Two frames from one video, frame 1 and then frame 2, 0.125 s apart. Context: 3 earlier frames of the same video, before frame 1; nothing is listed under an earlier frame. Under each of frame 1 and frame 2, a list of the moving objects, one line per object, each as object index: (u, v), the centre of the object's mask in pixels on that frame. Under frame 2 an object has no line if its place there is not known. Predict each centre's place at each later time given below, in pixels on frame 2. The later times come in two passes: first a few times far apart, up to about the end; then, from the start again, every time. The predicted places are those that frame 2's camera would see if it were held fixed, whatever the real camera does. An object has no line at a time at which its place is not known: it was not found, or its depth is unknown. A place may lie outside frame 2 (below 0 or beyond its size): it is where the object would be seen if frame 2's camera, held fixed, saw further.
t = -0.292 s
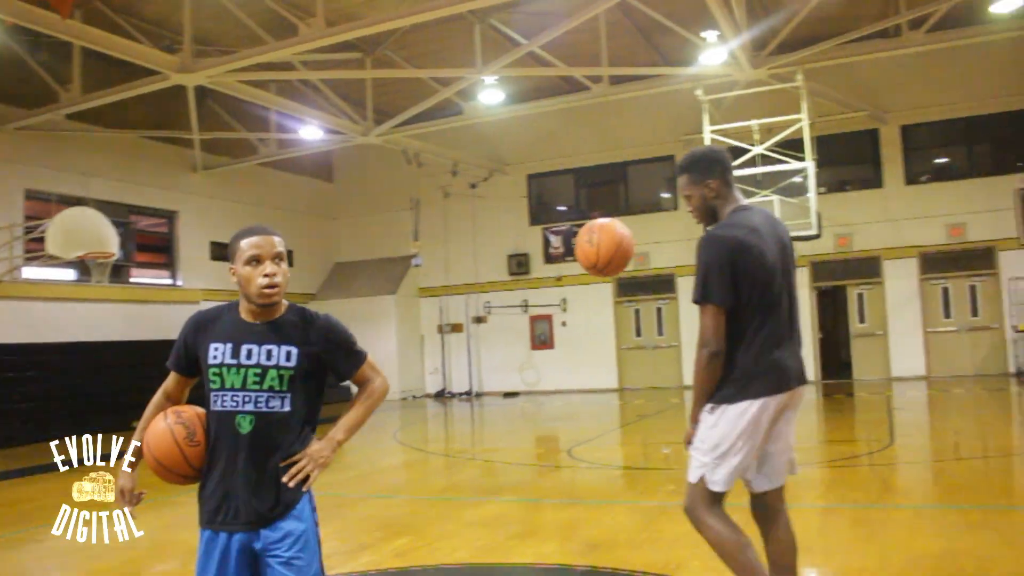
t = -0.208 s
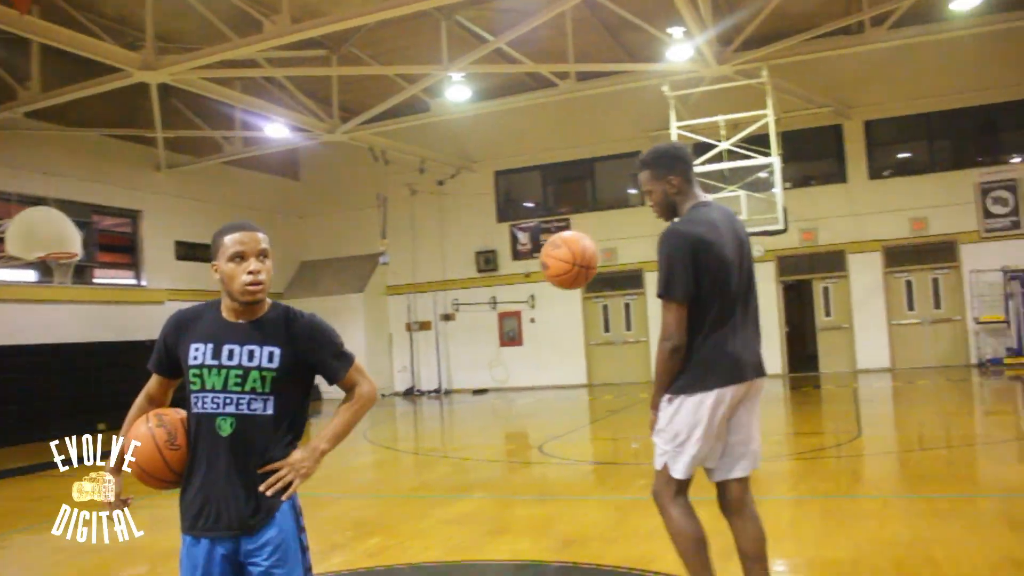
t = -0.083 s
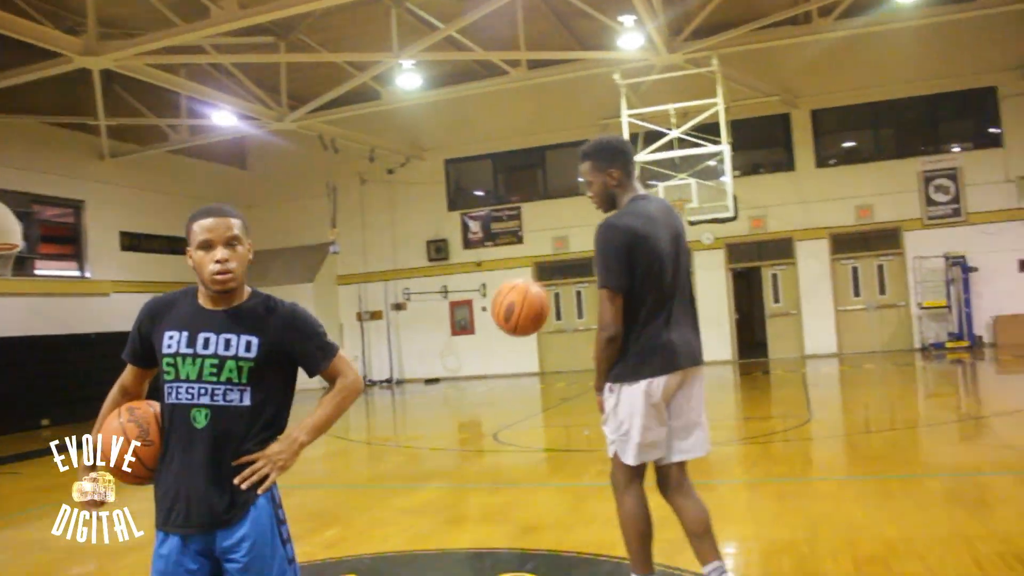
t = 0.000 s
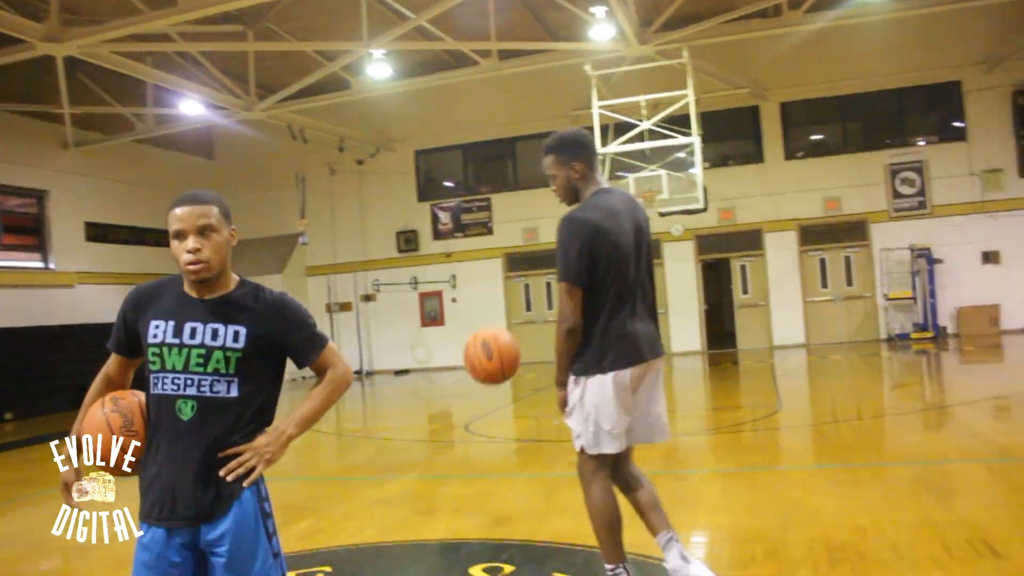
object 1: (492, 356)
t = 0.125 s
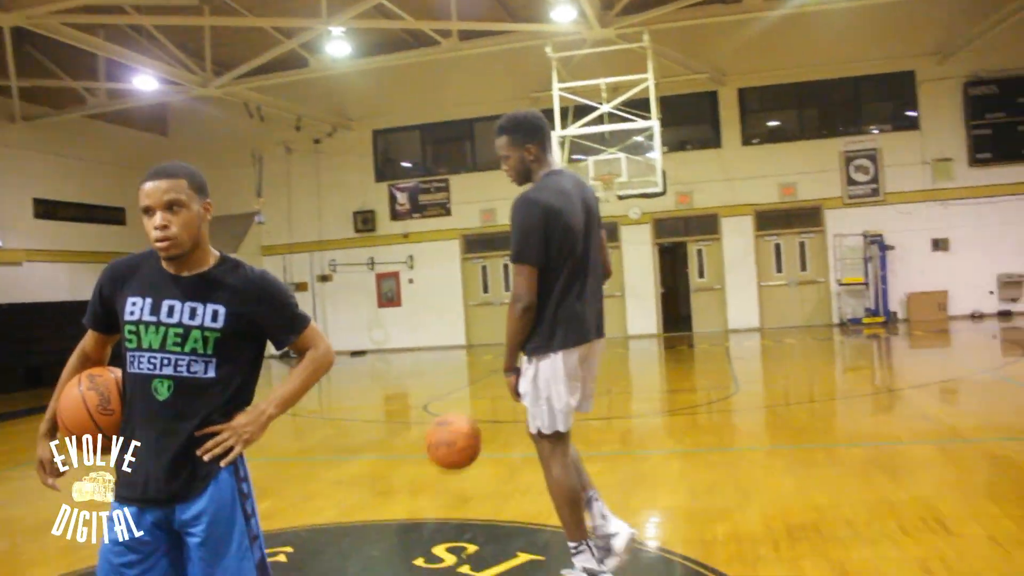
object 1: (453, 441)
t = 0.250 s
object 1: (452, 549)
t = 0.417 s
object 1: (439, 410)
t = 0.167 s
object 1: (454, 495)
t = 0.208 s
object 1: (454, 534)
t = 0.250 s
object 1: (452, 549)
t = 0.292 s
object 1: (449, 518)
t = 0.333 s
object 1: (445, 473)
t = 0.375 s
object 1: (443, 446)
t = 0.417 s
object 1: (439, 410)
